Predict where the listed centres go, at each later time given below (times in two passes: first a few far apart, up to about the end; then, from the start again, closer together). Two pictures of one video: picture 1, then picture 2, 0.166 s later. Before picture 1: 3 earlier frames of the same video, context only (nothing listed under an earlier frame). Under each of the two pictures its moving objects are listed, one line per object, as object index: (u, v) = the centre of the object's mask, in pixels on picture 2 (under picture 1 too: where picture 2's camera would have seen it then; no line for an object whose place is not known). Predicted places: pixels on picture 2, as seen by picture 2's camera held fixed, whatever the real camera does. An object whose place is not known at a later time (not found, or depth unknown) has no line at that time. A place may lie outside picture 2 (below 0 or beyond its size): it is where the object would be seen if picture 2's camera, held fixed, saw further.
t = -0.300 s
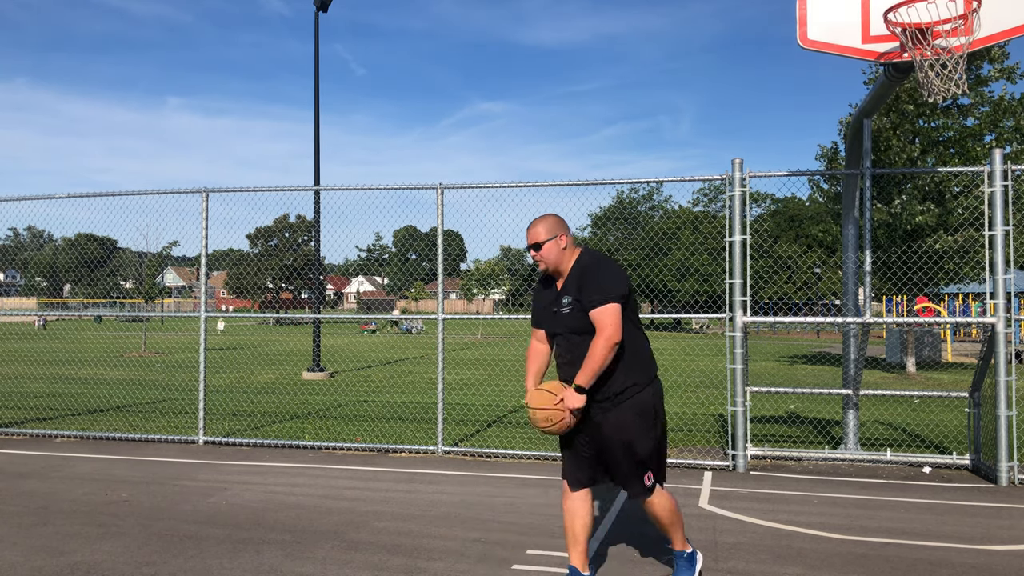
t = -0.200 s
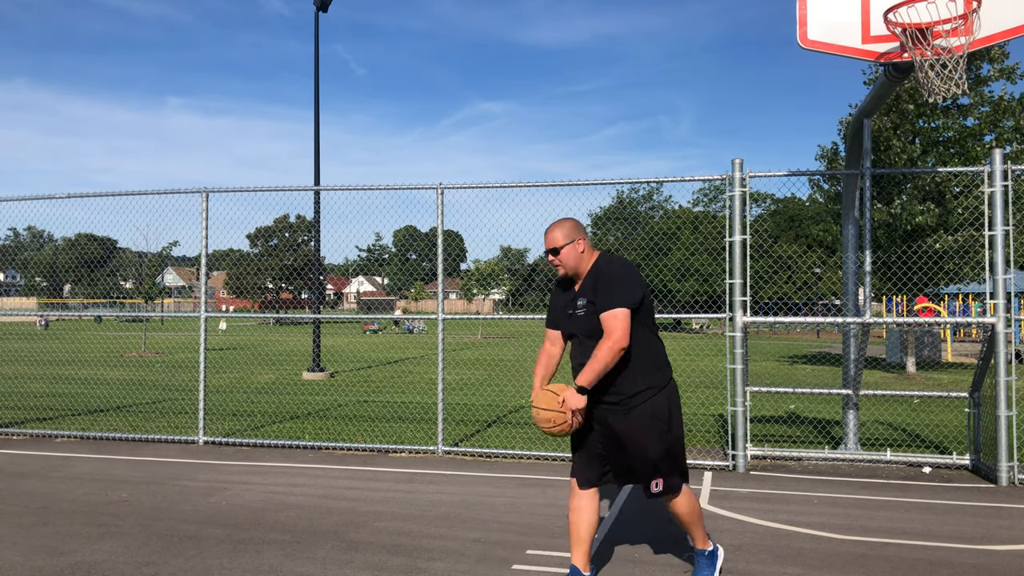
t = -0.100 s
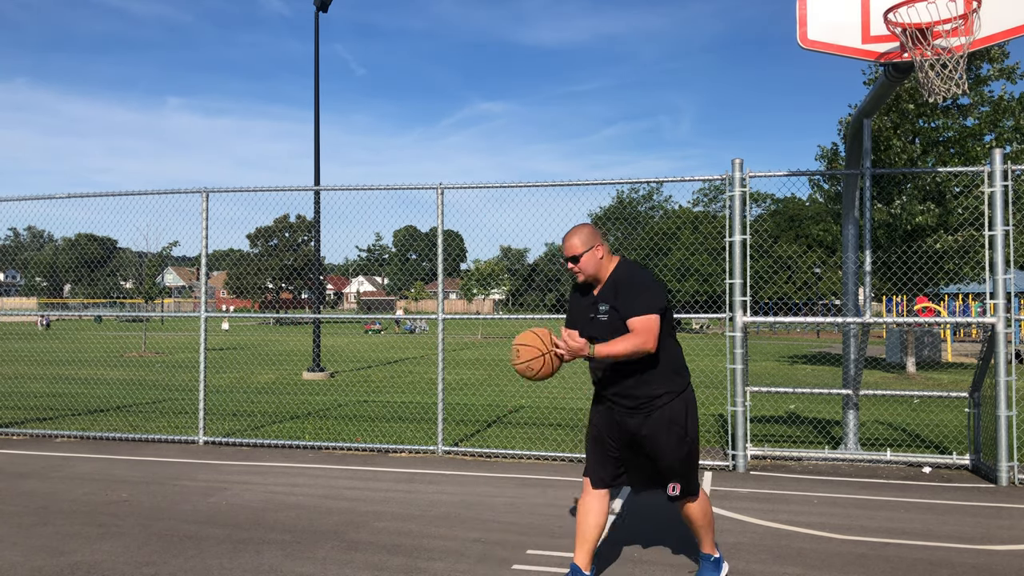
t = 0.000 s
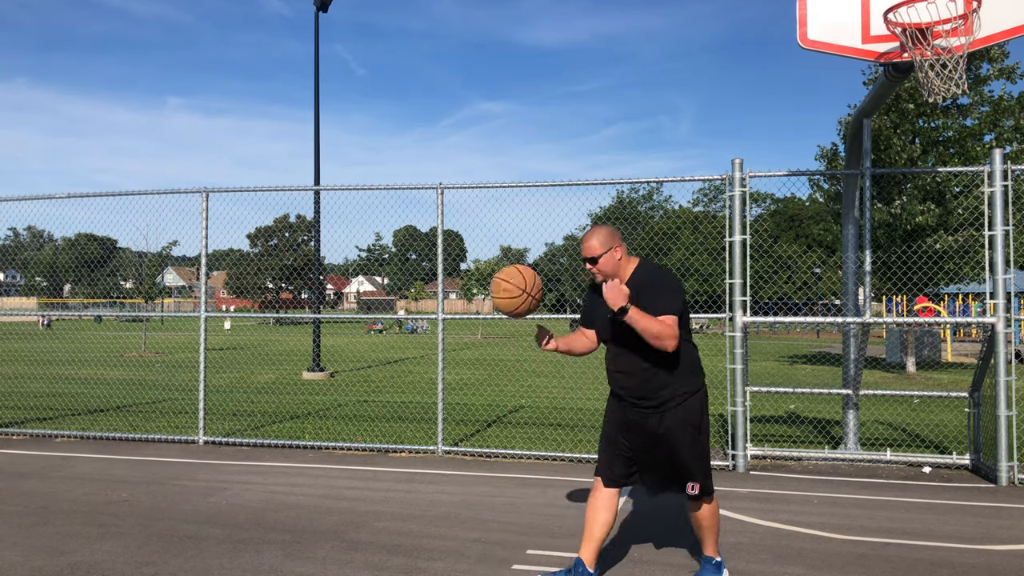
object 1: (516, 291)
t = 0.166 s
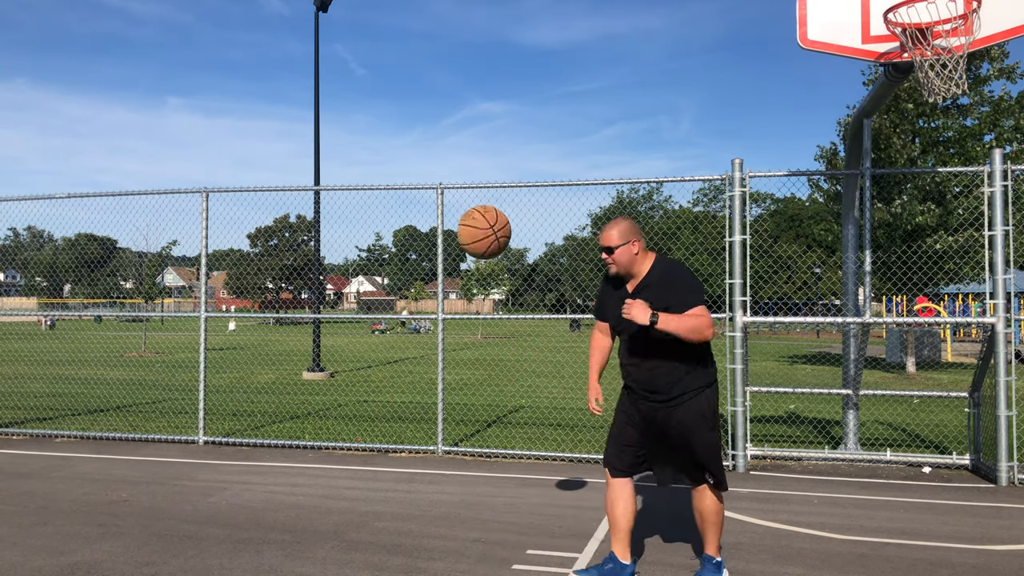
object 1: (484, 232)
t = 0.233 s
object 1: (471, 225)
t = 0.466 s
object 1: (429, 275)
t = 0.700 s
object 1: (385, 452)
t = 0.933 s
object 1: (400, 506)
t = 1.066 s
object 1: (447, 415)
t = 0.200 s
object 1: (477, 227)
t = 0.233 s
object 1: (471, 225)
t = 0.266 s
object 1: (465, 224)
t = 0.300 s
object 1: (459, 227)
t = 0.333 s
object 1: (453, 231)
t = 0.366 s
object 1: (447, 239)
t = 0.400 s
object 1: (440, 248)
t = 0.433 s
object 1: (435, 260)
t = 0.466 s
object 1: (429, 275)
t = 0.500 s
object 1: (423, 293)
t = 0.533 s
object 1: (417, 312)
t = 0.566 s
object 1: (410, 335)
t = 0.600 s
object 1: (405, 360)
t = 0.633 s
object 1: (399, 387)
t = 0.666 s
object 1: (392, 418)
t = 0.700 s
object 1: (385, 452)
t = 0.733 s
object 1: (379, 488)
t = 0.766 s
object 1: (373, 527)
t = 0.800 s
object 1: (367, 559)
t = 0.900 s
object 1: (387, 536)
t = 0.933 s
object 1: (400, 506)
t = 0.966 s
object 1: (412, 479)
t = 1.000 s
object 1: (423, 455)
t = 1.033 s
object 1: (435, 434)
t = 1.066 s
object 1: (447, 415)
